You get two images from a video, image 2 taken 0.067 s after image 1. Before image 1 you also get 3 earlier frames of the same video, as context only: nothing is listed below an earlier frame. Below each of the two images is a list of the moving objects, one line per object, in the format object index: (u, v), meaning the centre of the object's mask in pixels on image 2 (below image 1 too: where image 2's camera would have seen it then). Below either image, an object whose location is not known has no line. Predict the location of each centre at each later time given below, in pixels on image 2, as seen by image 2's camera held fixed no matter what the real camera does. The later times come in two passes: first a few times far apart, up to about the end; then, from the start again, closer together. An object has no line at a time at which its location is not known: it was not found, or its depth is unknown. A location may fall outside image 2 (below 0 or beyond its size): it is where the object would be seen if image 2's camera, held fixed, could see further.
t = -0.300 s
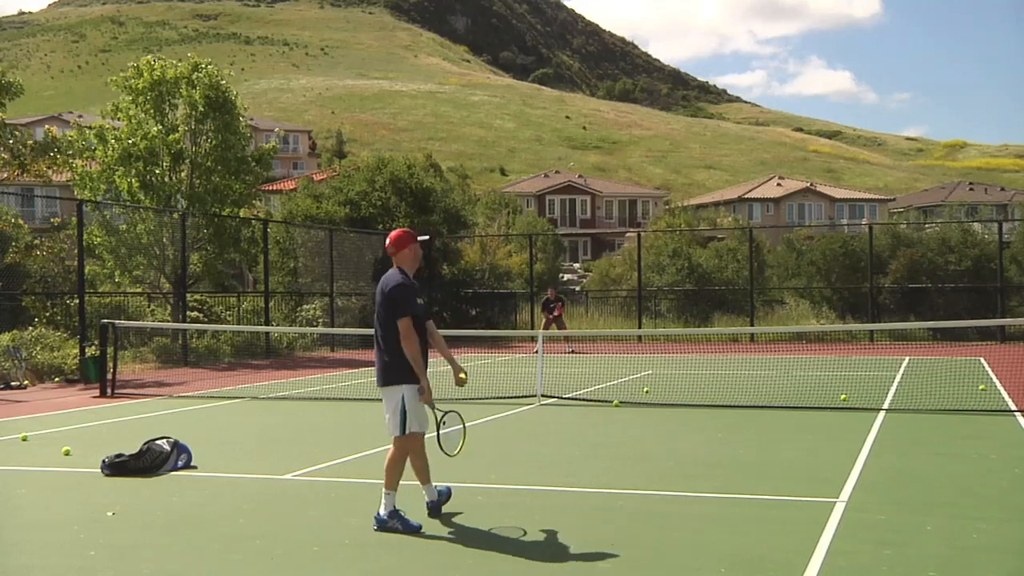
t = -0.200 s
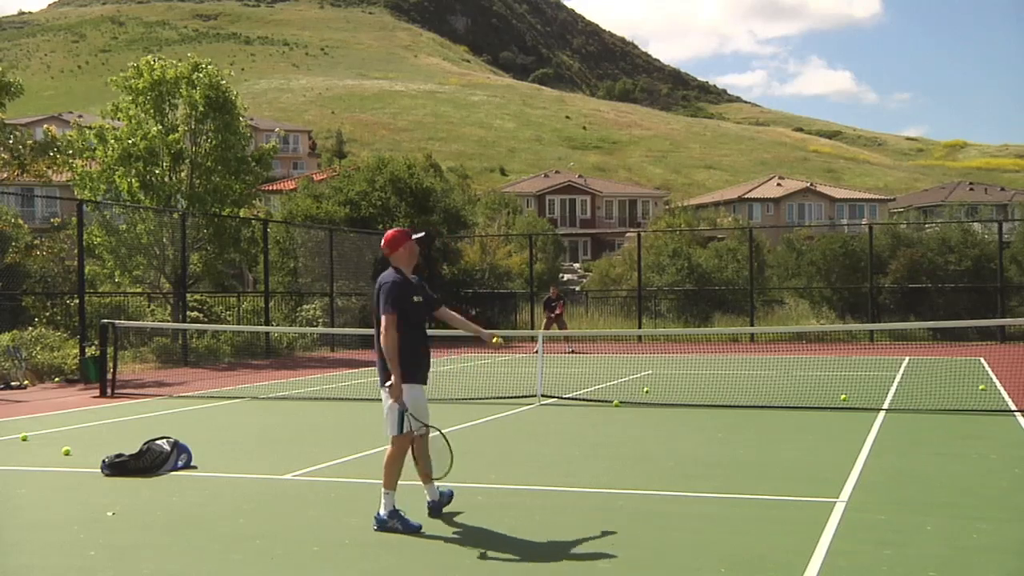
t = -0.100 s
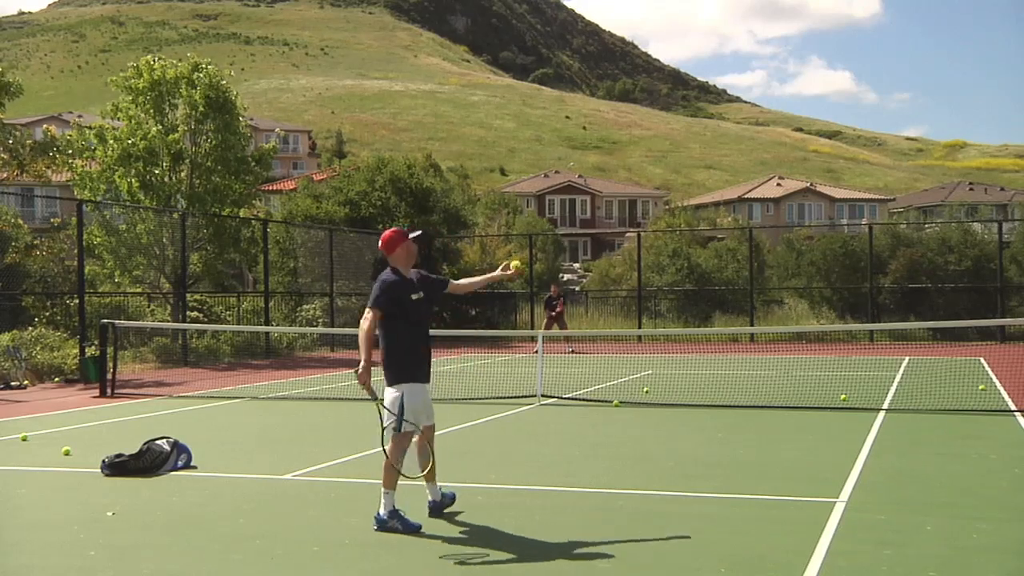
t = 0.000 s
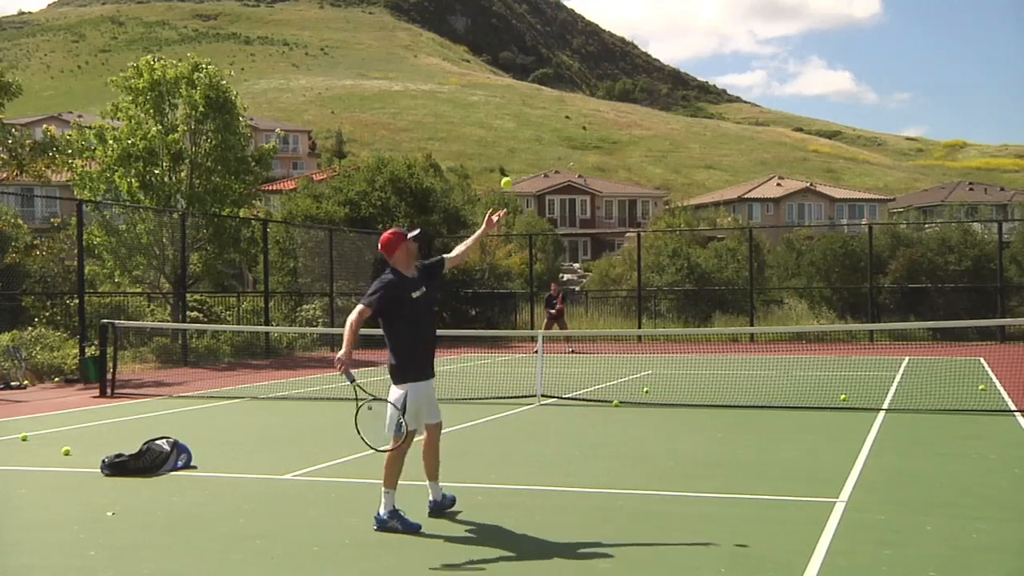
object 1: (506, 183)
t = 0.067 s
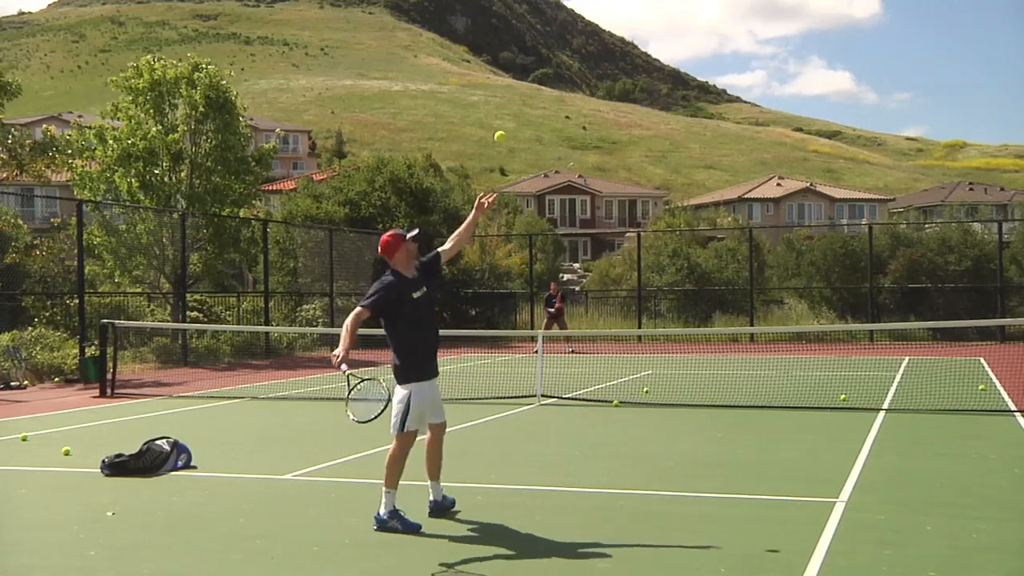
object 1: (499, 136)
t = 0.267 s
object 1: (481, 42)
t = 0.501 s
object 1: (461, 13)
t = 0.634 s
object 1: (451, 34)
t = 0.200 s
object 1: (487, 66)
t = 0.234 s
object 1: (484, 53)
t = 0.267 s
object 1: (481, 42)
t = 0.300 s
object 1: (478, 32)
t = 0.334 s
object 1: (475, 25)
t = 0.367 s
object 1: (473, 19)
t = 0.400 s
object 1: (470, 15)
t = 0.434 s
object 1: (467, 13)
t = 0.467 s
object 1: (464, 12)
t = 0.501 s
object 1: (461, 13)
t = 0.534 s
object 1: (459, 16)
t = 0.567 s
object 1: (456, 20)
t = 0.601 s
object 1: (453, 26)
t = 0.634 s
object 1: (451, 34)
